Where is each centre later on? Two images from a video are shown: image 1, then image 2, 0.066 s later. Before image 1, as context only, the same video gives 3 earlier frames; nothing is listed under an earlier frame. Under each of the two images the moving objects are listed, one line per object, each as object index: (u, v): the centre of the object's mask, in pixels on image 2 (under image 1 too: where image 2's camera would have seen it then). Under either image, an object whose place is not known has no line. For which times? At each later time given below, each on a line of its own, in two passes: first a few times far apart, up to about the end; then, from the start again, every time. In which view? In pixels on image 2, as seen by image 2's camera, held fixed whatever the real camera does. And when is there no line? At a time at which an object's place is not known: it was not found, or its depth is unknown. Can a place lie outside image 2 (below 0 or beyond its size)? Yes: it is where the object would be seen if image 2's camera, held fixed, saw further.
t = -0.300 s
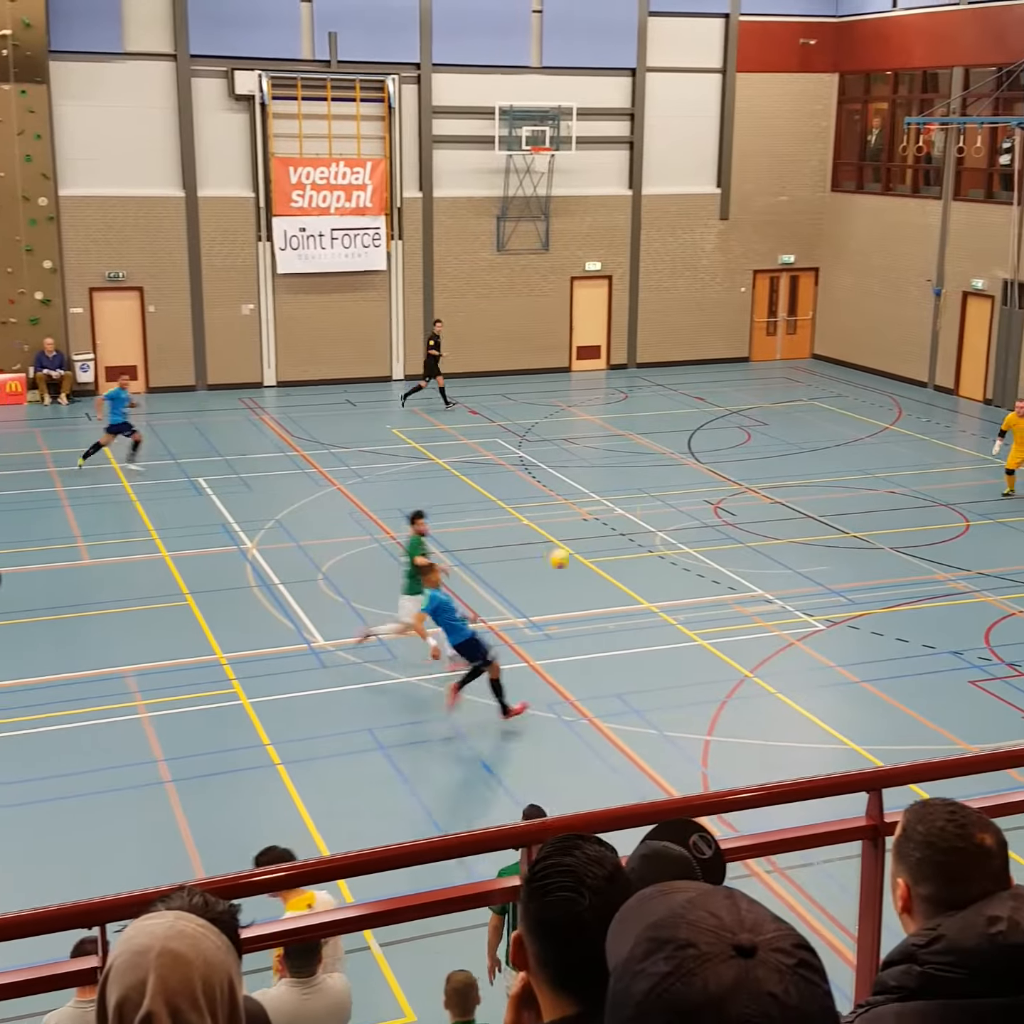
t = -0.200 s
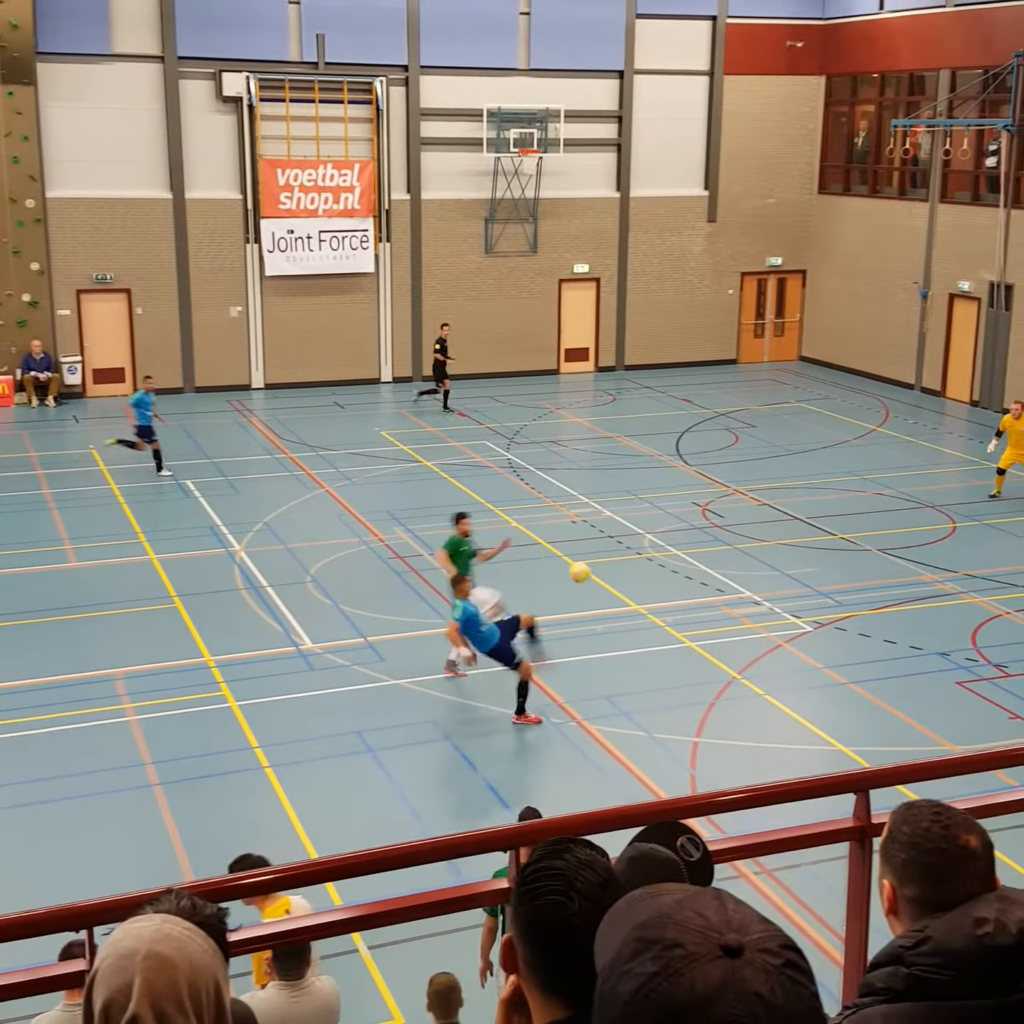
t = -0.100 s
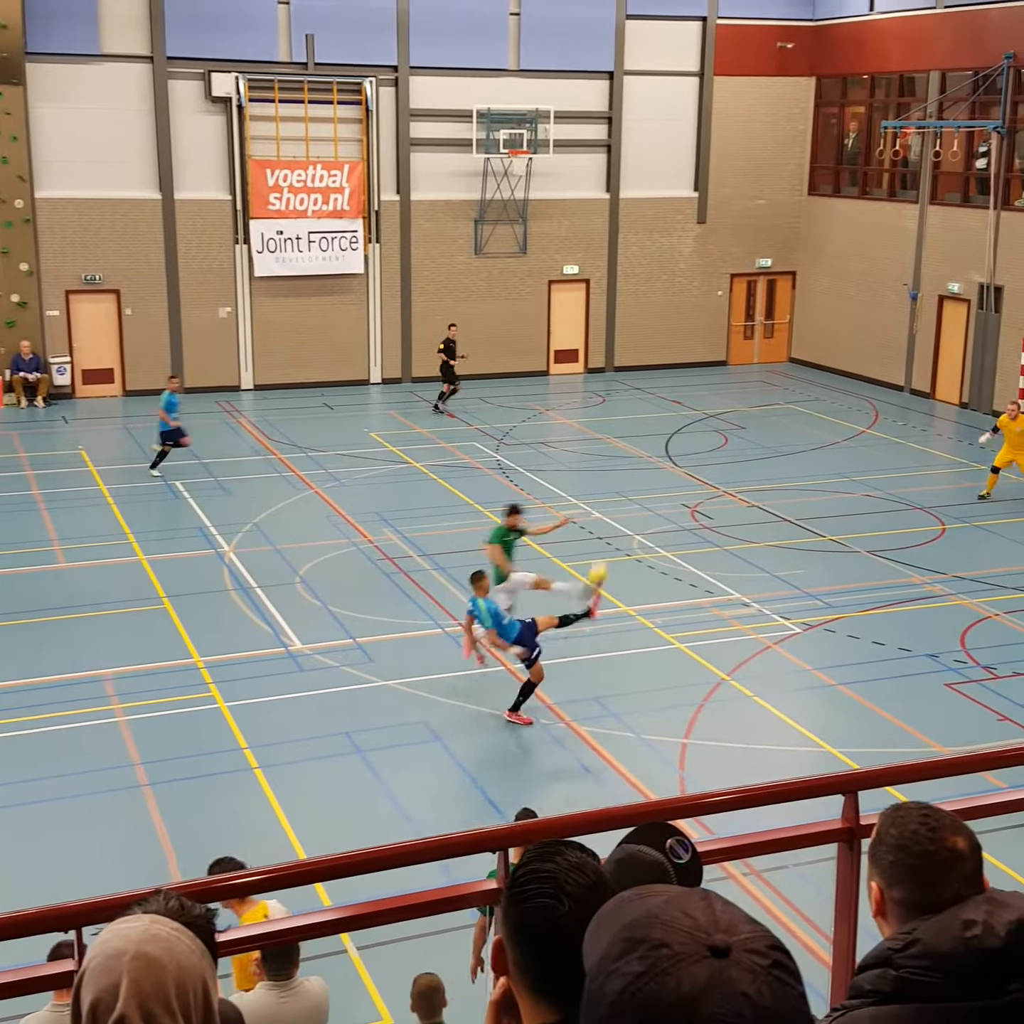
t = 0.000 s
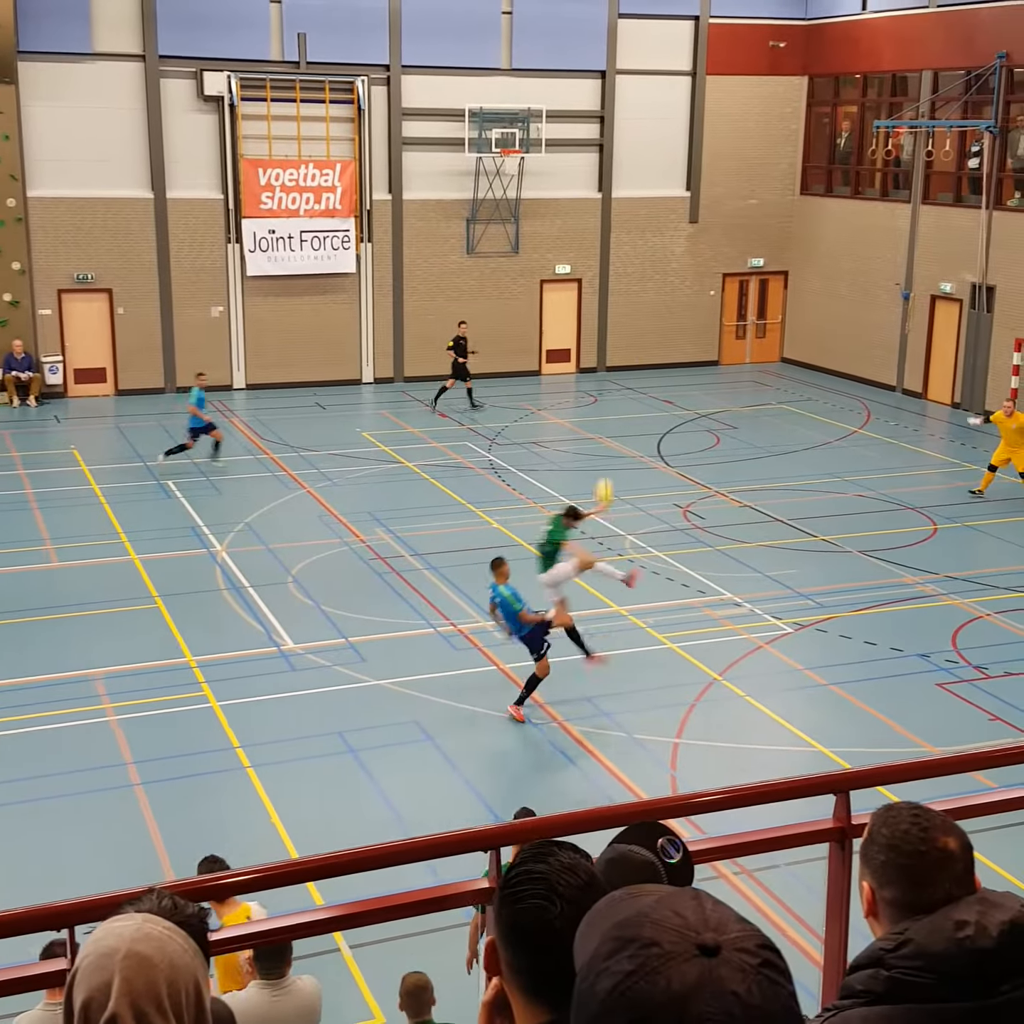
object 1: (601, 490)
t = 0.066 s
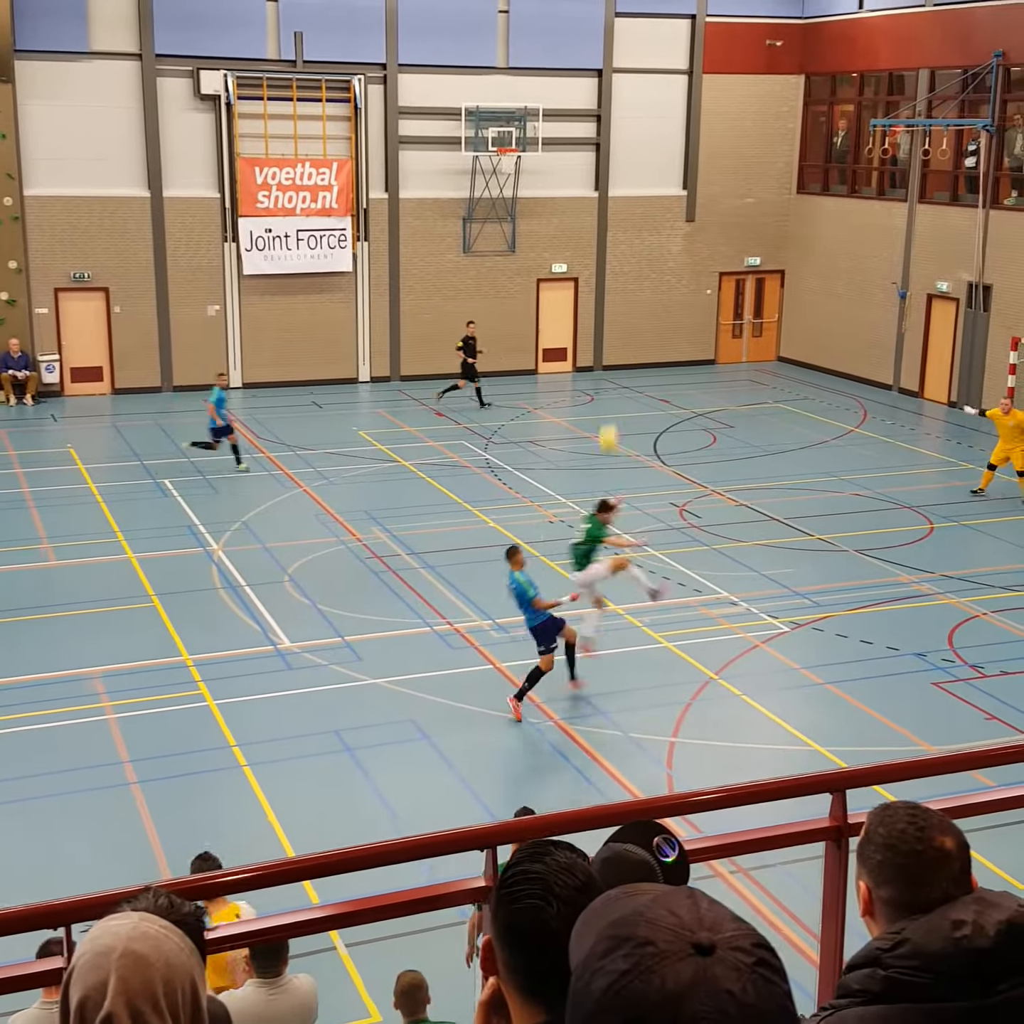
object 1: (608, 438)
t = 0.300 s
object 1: (633, 279)
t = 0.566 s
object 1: (665, 160)
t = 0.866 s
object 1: (700, 113)
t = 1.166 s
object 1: (731, 173)
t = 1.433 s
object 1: (753, 320)
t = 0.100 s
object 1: (612, 414)
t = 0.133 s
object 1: (616, 387)
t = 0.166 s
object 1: (619, 365)
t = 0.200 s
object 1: (623, 342)
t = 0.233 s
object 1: (626, 320)
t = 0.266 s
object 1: (628, 300)
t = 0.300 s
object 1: (633, 279)
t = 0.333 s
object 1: (637, 260)
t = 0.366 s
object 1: (641, 242)
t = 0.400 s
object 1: (645, 226)
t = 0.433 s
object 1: (649, 210)
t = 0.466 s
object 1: (653, 197)
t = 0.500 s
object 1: (657, 183)
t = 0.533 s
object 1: (661, 173)
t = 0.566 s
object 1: (665, 160)
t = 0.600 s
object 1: (671, 150)
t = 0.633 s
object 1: (675, 140)
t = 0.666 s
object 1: (678, 131)
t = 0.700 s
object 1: (683, 125)
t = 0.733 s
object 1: (685, 120)
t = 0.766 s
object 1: (689, 116)
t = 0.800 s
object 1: (693, 114)
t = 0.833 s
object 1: (696, 112)
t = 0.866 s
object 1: (700, 113)
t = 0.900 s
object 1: (703, 114)
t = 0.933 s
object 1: (708, 117)
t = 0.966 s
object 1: (712, 121)
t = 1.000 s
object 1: (716, 127)
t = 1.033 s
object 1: (719, 133)
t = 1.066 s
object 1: (722, 141)
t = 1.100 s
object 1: (726, 150)
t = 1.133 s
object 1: (729, 160)
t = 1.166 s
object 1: (731, 173)
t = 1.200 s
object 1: (734, 188)
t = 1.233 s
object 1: (738, 202)
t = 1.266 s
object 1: (740, 217)
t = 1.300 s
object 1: (743, 236)
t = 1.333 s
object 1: (745, 255)
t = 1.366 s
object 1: (748, 276)
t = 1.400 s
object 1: (751, 297)
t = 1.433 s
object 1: (753, 320)
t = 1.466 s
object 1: (755, 343)
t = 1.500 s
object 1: (758, 366)
